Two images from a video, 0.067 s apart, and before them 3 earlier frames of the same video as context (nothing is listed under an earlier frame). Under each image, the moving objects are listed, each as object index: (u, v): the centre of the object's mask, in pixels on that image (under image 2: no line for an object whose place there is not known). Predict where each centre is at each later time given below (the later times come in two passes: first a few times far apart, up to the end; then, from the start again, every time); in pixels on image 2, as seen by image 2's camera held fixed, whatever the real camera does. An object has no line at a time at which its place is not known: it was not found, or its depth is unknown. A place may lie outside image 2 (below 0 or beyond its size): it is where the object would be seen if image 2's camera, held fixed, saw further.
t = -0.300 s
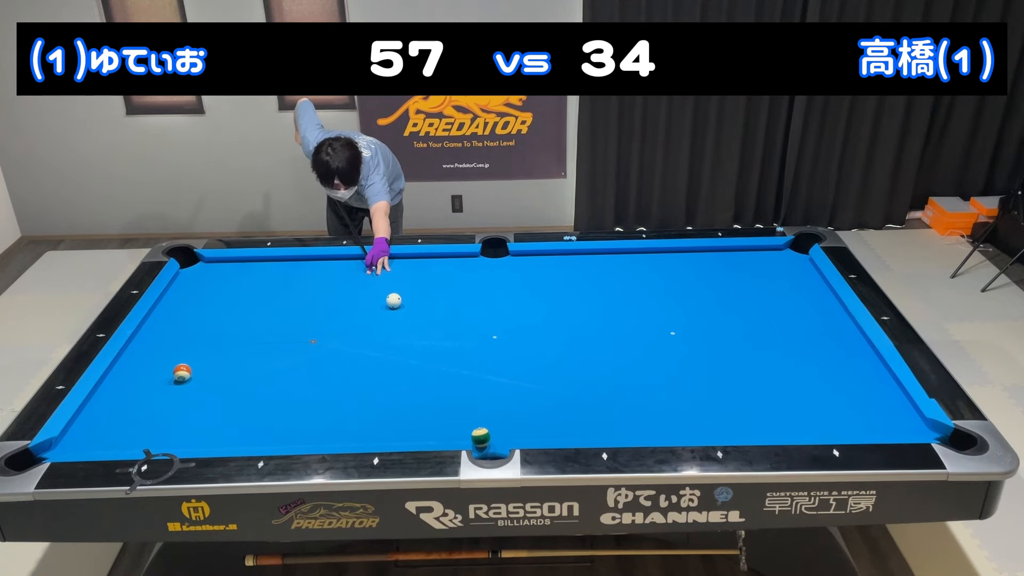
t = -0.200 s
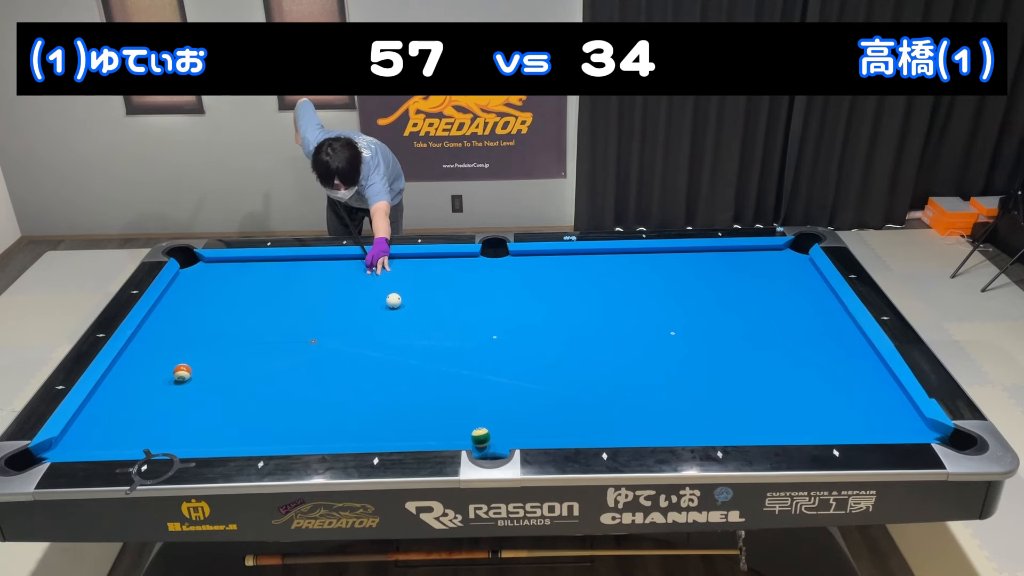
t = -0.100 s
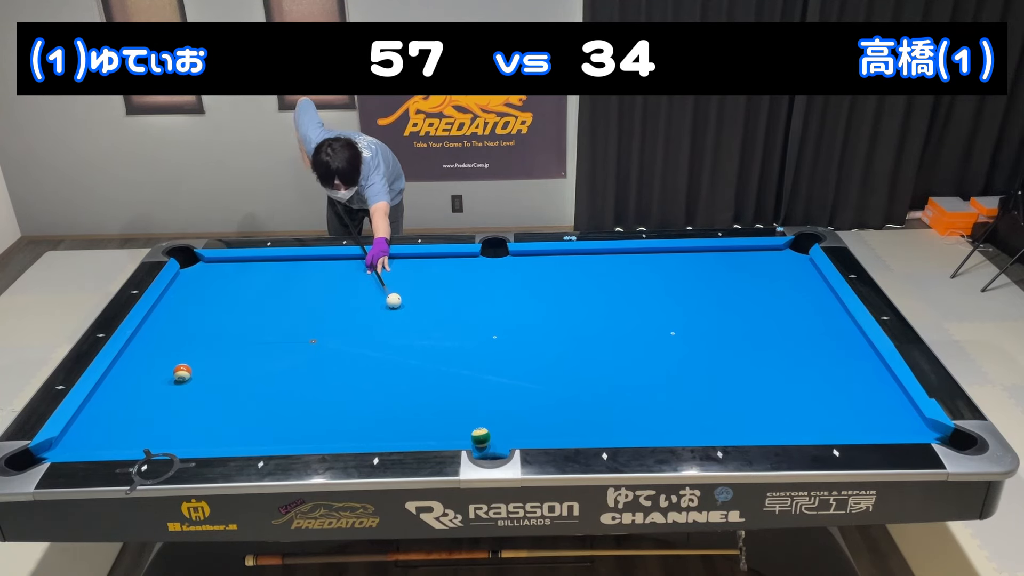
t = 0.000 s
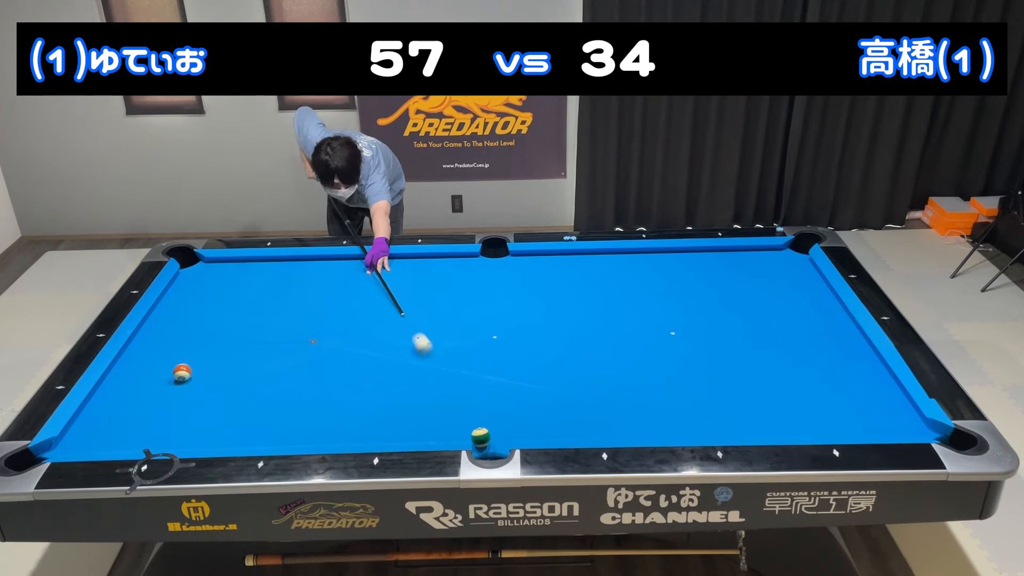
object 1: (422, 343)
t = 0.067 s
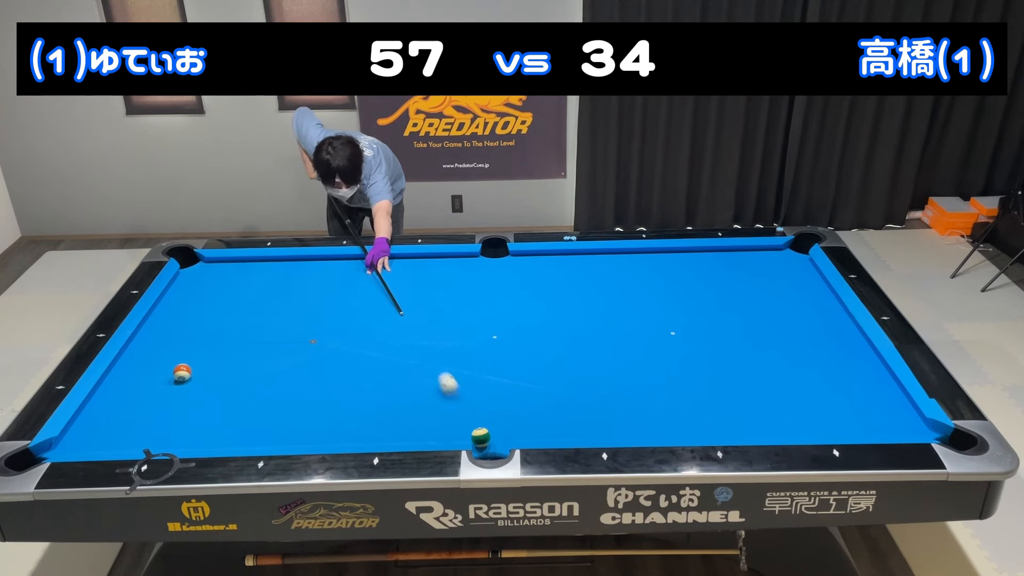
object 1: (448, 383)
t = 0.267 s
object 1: (475, 422)
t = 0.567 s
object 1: (462, 394)
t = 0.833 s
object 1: (452, 372)
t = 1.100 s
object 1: (442, 352)
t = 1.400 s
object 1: (432, 331)
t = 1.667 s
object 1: (424, 315)
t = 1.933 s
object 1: (417, 301)
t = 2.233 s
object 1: (410, 287)
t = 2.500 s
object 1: (405, 275)
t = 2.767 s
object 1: (399, 265)
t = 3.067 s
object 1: (394, 259)
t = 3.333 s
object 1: (388, 265)
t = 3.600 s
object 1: (383, 270)
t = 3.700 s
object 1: (381, 272)
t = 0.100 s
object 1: (462, 406)
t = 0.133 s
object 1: (474, 424)
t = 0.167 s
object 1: (475, 426)
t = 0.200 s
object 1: (476, 426)
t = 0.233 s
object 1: (476, 424)
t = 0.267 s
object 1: (475, 422)
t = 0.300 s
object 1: (474, 420)
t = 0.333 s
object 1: (473, 417)
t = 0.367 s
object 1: (472, 413)
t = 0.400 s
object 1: (470, 410)
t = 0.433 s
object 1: (468, 407)
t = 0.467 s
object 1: (467, 404)
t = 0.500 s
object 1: (465, 401)
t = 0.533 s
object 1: (464, 398)
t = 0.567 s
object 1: (462, 394)
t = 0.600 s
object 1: (461, 392)
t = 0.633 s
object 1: (459, 389)
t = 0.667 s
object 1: (458, 386)
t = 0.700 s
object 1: (457, 383)
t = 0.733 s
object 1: (455, 380)
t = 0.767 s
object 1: (454, 377)
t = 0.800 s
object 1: (453, 375)
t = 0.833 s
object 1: (452, 372)
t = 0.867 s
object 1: (450, 369)
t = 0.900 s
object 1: (449, 366)
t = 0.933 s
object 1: (448, 364)
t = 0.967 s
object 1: (447, 361)
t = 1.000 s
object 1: (446, 359)
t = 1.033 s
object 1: (444, 356)
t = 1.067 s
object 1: (443, 354)
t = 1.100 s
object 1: (442, 352)
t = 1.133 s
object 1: (441, 349)
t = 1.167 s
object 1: (440, 347)
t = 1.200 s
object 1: (439, 345)
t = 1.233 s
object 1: (437, 342)
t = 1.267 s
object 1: (436, 340)
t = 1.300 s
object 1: (435, 338)
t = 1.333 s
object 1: (434, 336)
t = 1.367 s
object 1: (433, 333)
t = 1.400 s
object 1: (432, 331)
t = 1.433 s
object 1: (431, 329)
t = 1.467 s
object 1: (430, 327)
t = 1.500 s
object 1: (429, 325)
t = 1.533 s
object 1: (428, 323)
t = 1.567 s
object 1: (427, 321)
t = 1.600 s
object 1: (426, 319)
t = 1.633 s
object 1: (425, 317)
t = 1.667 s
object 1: (424, 315)
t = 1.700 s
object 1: (423, 313)
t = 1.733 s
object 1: (423, 312)
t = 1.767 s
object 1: (422, 310)
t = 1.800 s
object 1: (421, 308)
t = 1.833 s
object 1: (420, 306)
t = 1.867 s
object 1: (419, 304)
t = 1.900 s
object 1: (418, 303)
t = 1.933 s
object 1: (417, 301)
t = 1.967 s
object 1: (417, 299)
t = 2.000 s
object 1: (416, 298)
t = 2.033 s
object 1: (415, 296)
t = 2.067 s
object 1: (414, 294)
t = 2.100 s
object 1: (413, 293)
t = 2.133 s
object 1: (412, 291)
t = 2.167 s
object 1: (412, 290)
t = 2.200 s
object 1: (411, 288)
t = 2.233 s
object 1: (410, 287)
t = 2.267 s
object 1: (409, 285)
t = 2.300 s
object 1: (409, 284)
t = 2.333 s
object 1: (408, 282)
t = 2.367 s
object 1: (407, 281)
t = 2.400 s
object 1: (407, 279)
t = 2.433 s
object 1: (406, 278)
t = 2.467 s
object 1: (405, 277)
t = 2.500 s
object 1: (405, 275)
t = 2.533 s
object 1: (404, 274)
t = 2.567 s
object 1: (403, 272)
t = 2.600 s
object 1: (403, 271)
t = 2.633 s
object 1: (402, 270)
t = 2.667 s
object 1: (401, 269)
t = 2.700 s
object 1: (401, 267)
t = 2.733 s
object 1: (400, 266)
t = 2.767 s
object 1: (399, 265)
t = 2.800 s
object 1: (399, 264)
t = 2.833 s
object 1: (398, 262)
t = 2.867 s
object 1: (397, 261)
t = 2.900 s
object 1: (397, 260)
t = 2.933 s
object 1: (396, 259)
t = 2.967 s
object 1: (396, 258)
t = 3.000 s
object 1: (395, 258)
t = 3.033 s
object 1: (394, 259)
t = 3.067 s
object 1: (394, 259)
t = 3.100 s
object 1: (393, 260)
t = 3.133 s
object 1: (392, 261)
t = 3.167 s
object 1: (392, 261)
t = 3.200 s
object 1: (391, 262)
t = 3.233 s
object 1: (390, 263)
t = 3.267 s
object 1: (389, 264)
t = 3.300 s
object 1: (389, 264)
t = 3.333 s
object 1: (388, 265)
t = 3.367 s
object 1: (387, 266)
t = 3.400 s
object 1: (387, 266)
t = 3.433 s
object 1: (386, 267)
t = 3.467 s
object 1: (385, 268)
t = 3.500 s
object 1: (385, 268)
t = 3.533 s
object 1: (384, 269)
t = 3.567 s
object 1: (383, 270)
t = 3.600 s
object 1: (383, 270)
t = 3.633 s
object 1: (382, 271)
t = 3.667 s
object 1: (382, 272)
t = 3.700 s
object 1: (381, 272)
